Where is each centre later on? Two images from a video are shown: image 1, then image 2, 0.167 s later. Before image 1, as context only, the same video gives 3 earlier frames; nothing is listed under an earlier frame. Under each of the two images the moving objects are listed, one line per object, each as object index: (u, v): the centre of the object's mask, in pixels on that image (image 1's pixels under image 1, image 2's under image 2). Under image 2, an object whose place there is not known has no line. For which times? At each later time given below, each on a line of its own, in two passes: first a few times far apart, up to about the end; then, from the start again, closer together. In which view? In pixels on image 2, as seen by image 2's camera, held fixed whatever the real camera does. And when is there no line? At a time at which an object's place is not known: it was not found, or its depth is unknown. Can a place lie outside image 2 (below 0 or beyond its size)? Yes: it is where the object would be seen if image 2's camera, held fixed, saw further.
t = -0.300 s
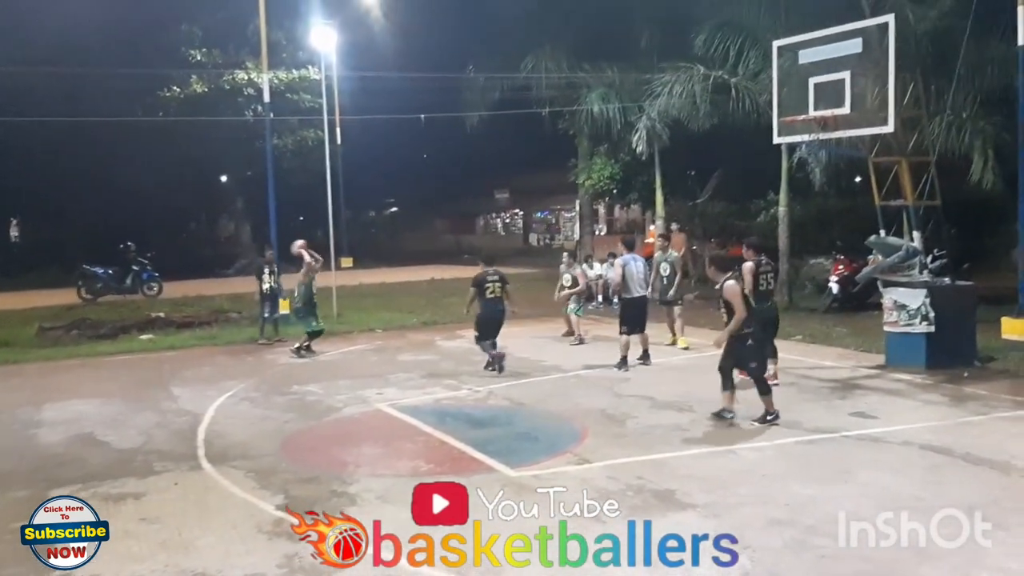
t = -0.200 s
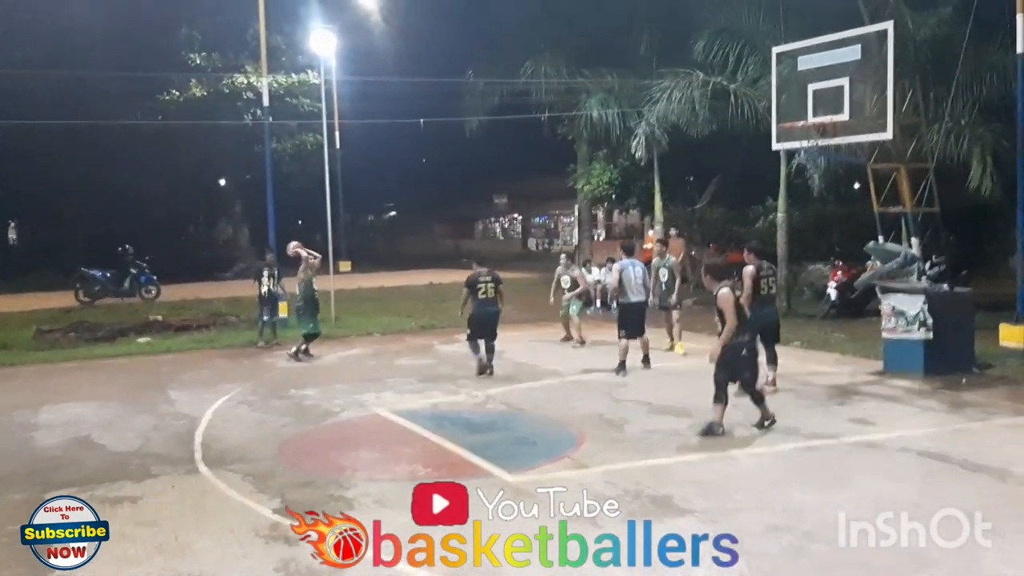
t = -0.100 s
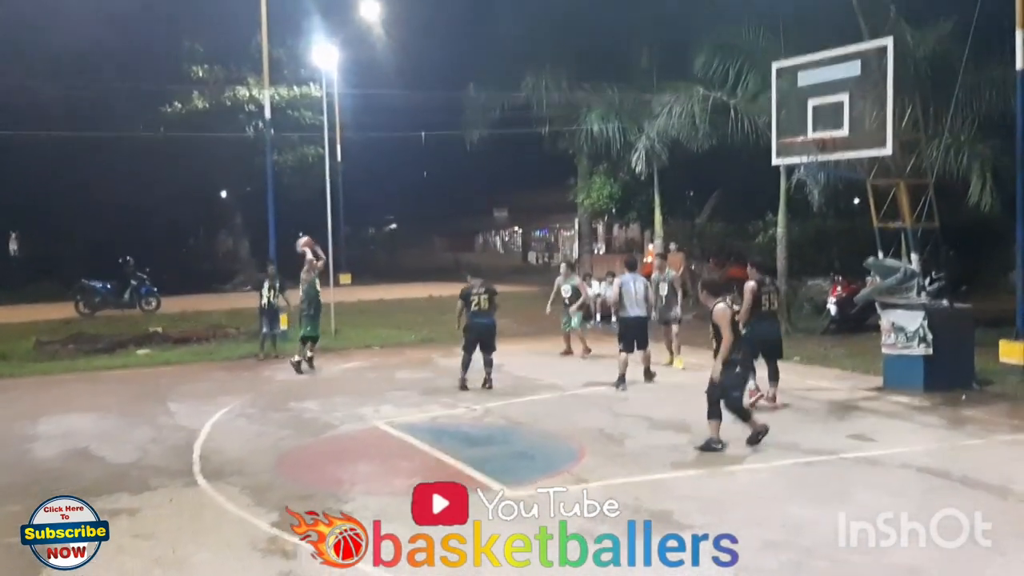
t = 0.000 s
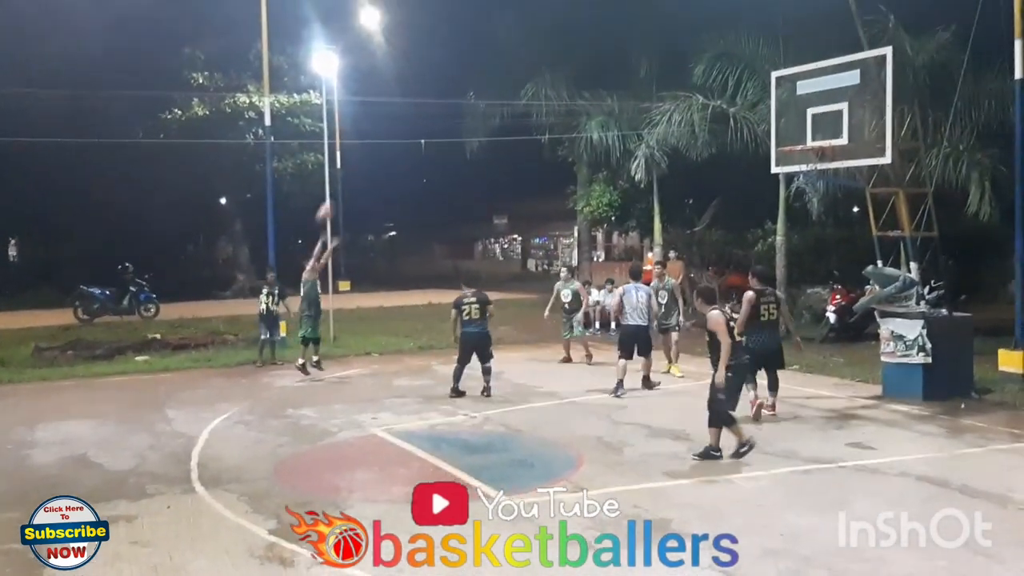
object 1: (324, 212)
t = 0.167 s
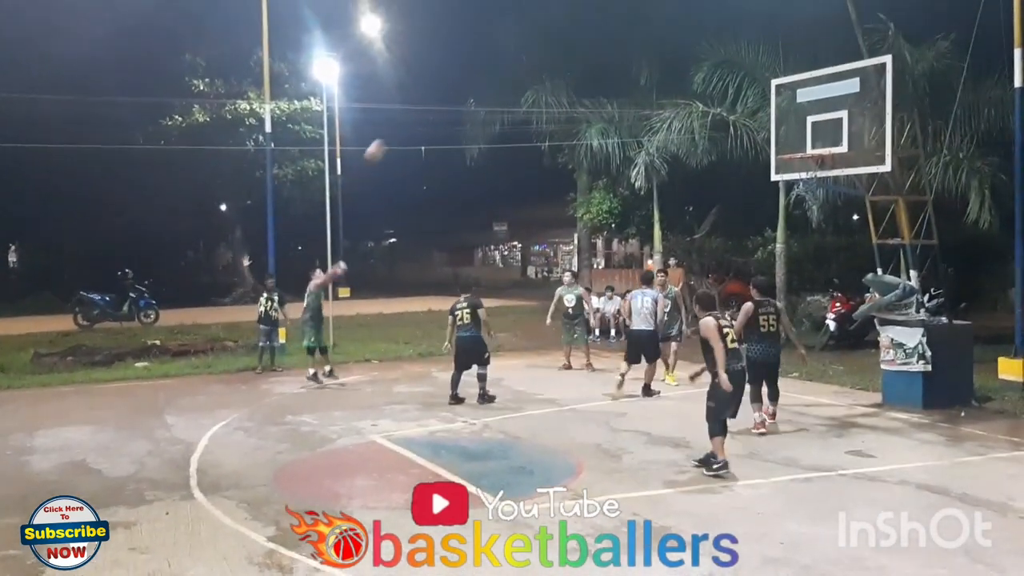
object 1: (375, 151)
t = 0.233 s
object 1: (395, 127)
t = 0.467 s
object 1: (472, 71)
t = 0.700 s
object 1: (554, 48)
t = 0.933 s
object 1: (641, 67)
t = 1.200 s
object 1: (747, 141)
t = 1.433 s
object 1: (833, 247)
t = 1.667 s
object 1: (919, 393)
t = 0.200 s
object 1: (385, 138)
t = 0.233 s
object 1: (395, 127)
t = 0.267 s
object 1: (405, 117)
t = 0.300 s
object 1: (416, 107)
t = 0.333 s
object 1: (427, 99)
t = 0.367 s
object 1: (437, 92)
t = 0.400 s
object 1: (449, 83)
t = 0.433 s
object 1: (460, 77)
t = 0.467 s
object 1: (472, 71)
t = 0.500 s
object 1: (482, 64)
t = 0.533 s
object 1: (494, 59)
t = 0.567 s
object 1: (506, 55)
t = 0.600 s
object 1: (518, 52)
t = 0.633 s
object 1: (529, 50)
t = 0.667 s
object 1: (542, 49)
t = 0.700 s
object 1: (554, 48)
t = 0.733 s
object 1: (566, 48)
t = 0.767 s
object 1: (578, 48)
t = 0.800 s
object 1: (590, 50)
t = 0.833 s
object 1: (602, 52)
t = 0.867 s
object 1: (615, 55)
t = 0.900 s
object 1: (628, 61)
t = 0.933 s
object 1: (641, 67)
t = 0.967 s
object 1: (652, 72)
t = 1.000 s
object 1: (665, 79)
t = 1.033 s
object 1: (679, 86)
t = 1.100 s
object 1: (705, 104)
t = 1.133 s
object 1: (719, 117)
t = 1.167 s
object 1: (733, 127)
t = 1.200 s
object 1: (747, 141)
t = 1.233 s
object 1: (760, 154)
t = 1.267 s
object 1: (771, 166)
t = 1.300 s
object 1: (790, 186)
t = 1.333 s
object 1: (800, 199)
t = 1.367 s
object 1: (809, 214)
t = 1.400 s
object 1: (822, 231)
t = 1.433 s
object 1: (833, 247)
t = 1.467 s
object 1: (845, 265)
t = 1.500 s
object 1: (857, 282)
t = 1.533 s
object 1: (872, 304)
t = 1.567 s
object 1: (882, 320)
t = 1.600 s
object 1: (893, 344)
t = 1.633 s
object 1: (910, 373)
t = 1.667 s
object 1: (919, 393)
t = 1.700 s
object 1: (931, 415)
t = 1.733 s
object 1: (935, 402)
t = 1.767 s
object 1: (938, 385)
